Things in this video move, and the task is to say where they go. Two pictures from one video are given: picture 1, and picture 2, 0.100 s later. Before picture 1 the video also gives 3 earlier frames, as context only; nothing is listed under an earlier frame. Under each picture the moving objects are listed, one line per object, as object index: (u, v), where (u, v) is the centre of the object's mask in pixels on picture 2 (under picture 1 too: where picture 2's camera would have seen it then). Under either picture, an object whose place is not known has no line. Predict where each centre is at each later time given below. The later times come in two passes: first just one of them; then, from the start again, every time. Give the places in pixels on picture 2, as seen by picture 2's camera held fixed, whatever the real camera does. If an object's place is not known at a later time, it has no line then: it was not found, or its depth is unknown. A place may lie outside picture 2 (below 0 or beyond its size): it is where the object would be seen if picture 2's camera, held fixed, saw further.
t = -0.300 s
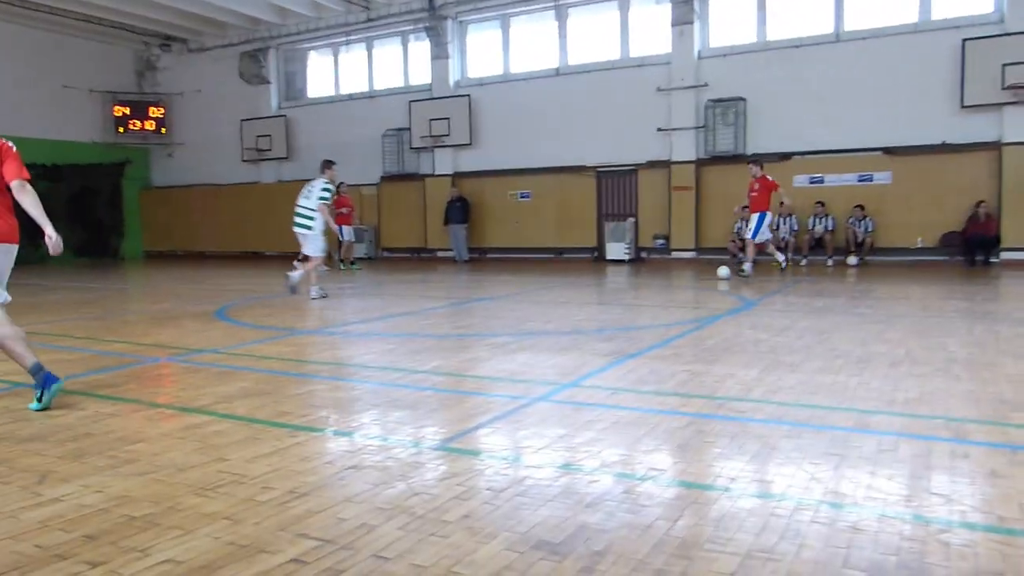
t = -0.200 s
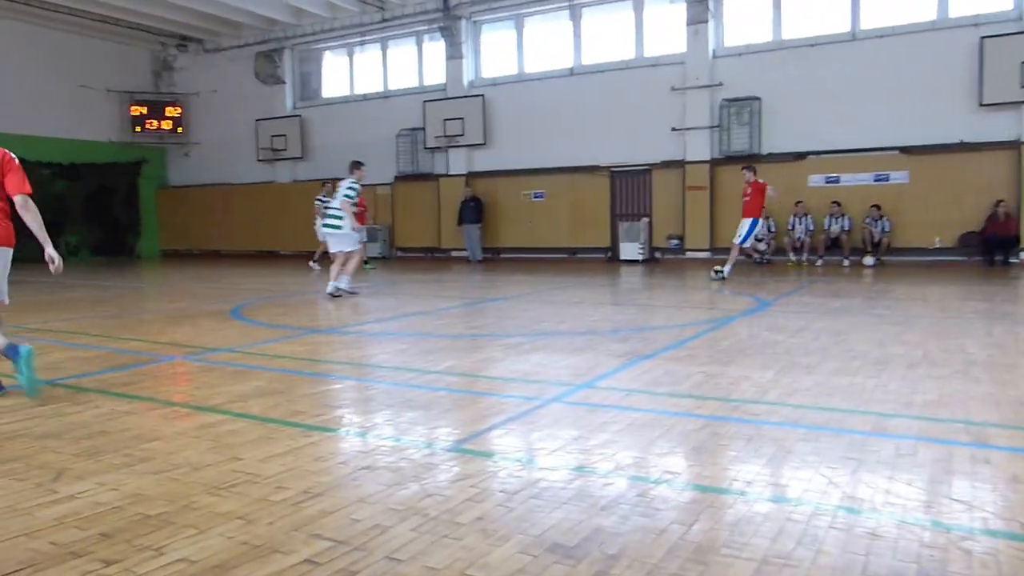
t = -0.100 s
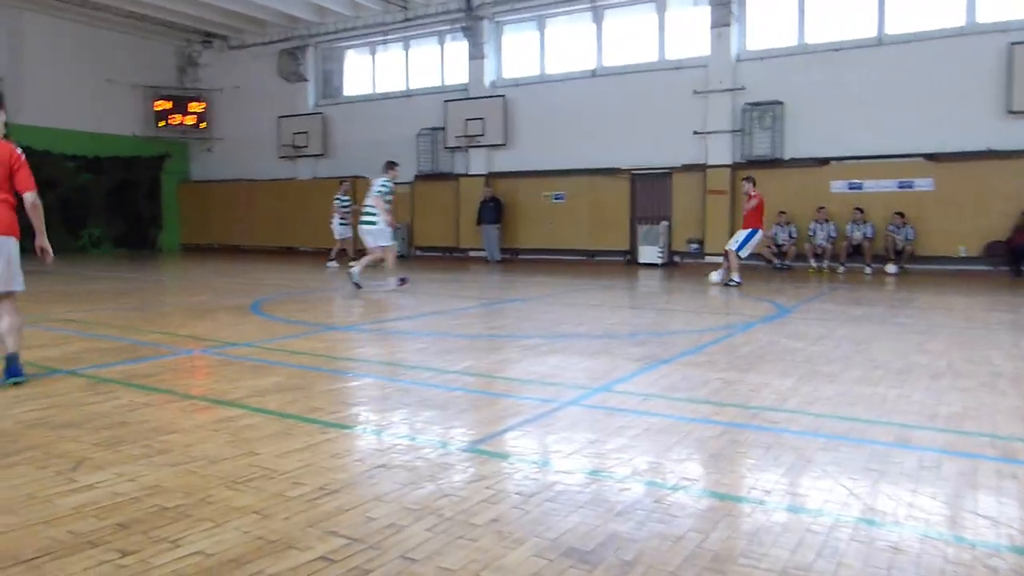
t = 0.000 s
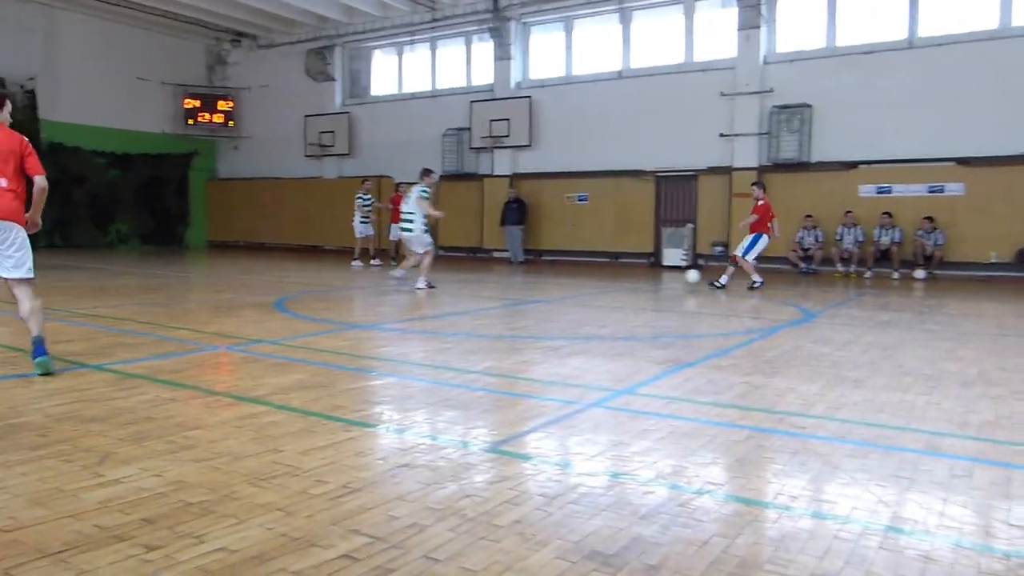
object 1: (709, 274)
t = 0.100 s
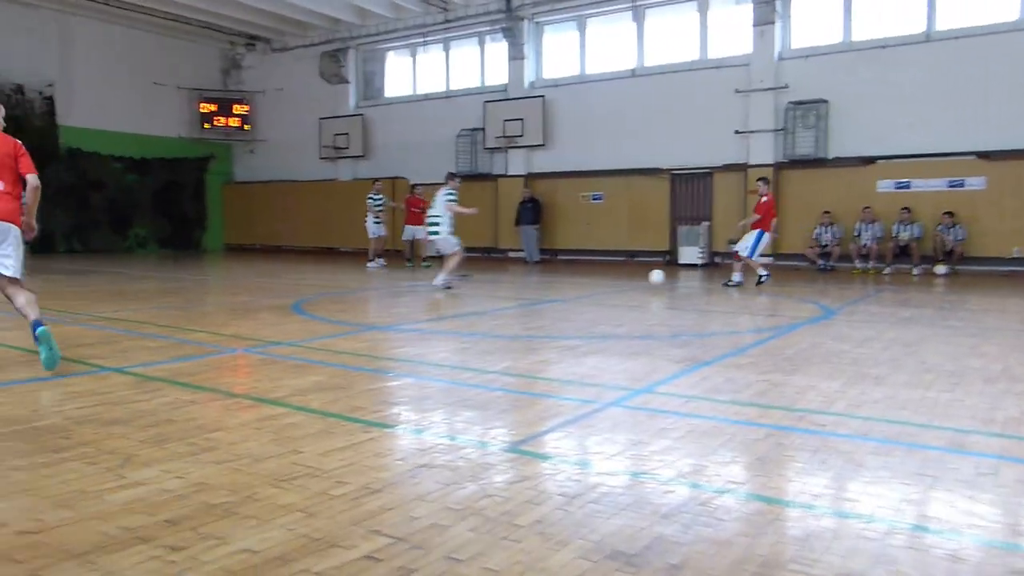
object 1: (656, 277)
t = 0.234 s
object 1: (586, 288)
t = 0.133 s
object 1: (644, 278)
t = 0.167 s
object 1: (621, 282)
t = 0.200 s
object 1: (597, 288)
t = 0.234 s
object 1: (586, 288)
